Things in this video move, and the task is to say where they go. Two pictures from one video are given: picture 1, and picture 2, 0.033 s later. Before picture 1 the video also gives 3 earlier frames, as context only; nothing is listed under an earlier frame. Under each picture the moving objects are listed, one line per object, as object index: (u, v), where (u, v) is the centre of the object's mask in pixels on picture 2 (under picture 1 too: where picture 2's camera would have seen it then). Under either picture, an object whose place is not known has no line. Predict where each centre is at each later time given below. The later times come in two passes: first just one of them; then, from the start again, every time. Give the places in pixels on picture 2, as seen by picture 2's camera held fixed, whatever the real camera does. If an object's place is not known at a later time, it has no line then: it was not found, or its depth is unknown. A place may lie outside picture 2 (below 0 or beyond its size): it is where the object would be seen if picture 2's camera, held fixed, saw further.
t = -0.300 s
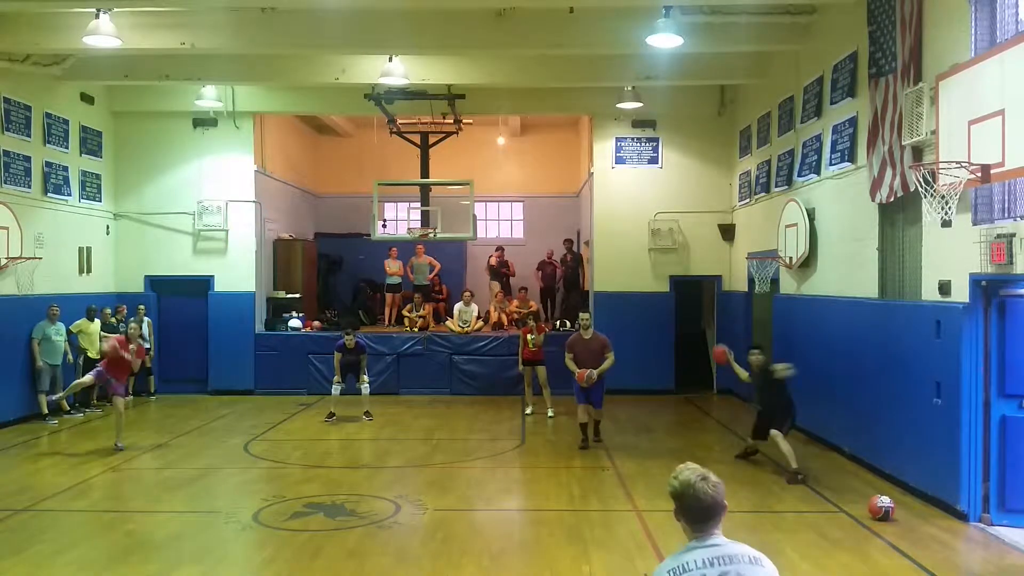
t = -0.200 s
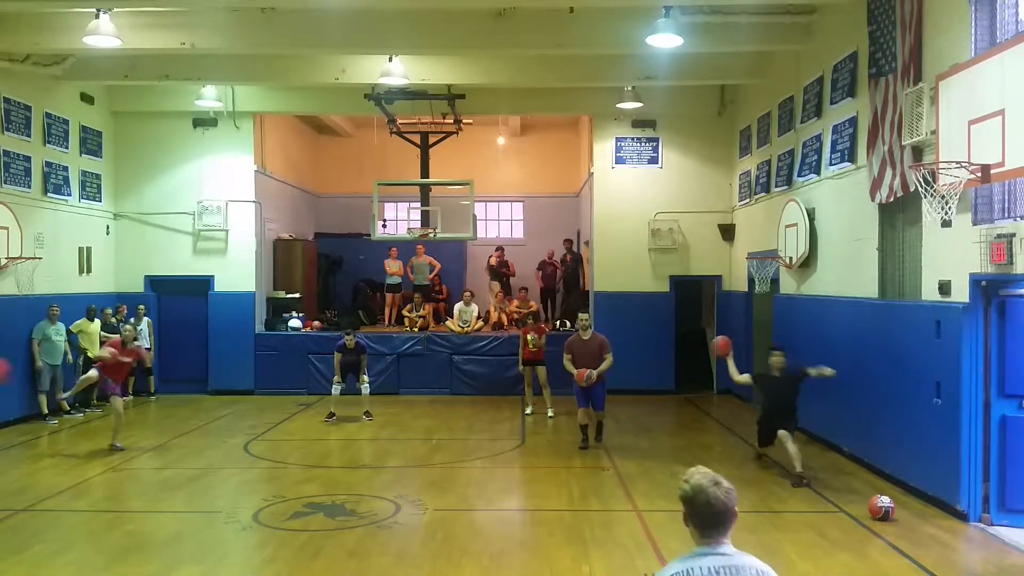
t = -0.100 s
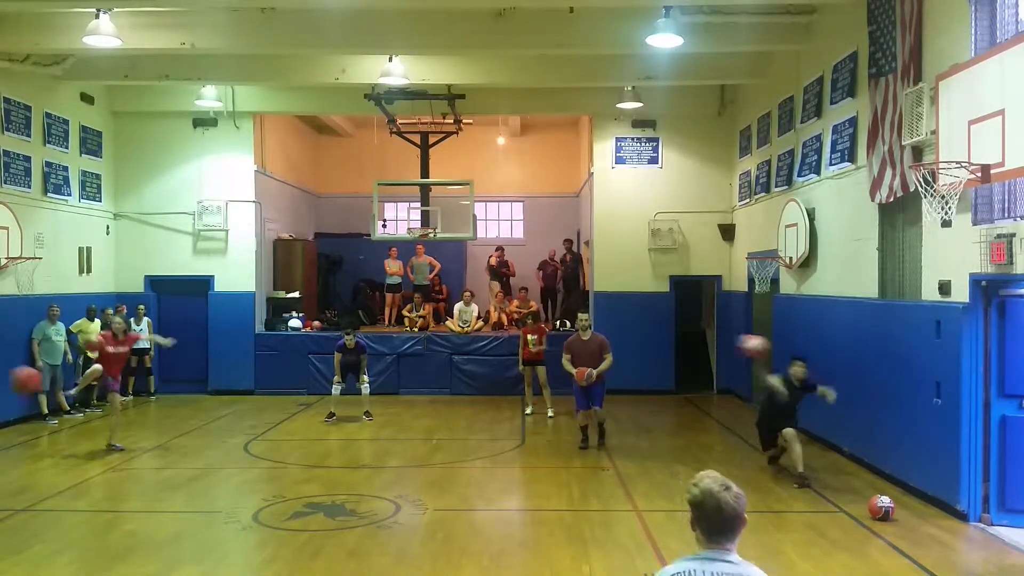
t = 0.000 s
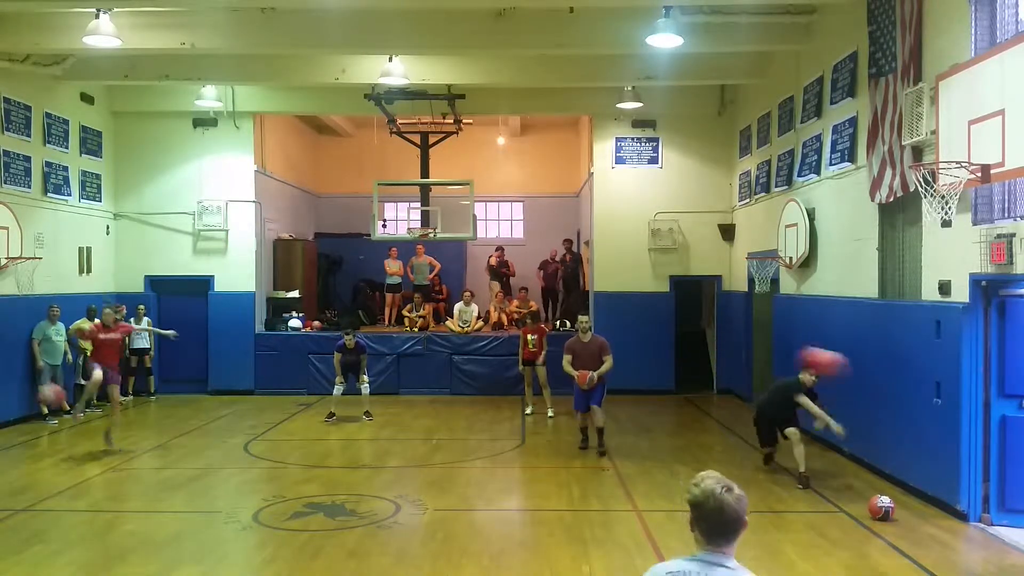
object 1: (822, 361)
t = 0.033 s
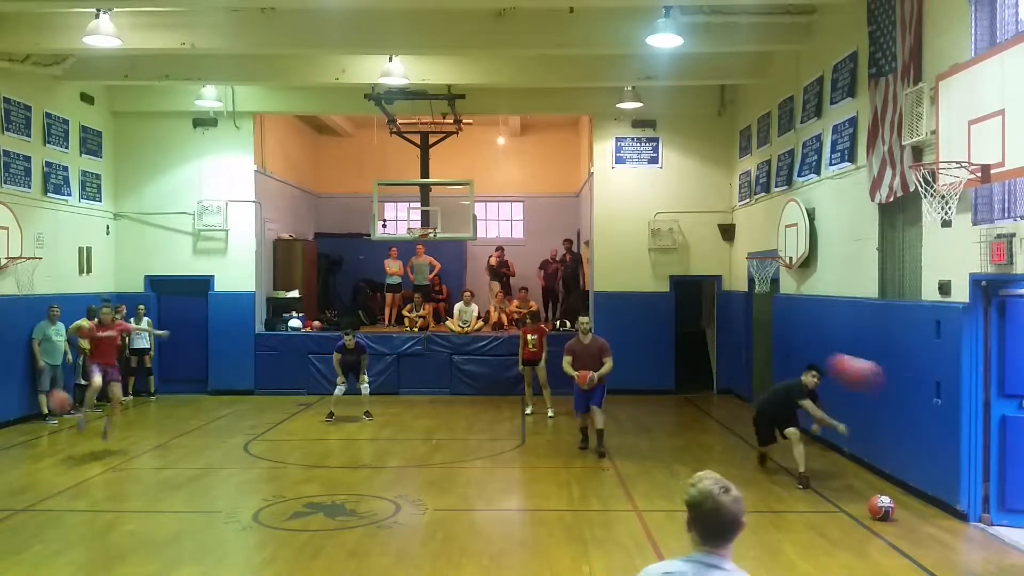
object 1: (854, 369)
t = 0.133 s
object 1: (990, 421)
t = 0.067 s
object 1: (891, 383)
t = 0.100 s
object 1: (934, 399)
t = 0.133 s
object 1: (990, 421)
